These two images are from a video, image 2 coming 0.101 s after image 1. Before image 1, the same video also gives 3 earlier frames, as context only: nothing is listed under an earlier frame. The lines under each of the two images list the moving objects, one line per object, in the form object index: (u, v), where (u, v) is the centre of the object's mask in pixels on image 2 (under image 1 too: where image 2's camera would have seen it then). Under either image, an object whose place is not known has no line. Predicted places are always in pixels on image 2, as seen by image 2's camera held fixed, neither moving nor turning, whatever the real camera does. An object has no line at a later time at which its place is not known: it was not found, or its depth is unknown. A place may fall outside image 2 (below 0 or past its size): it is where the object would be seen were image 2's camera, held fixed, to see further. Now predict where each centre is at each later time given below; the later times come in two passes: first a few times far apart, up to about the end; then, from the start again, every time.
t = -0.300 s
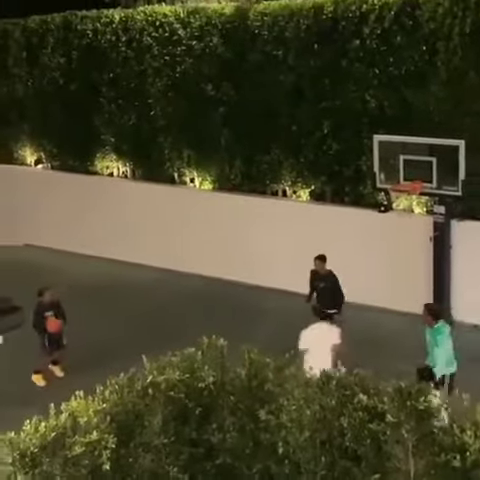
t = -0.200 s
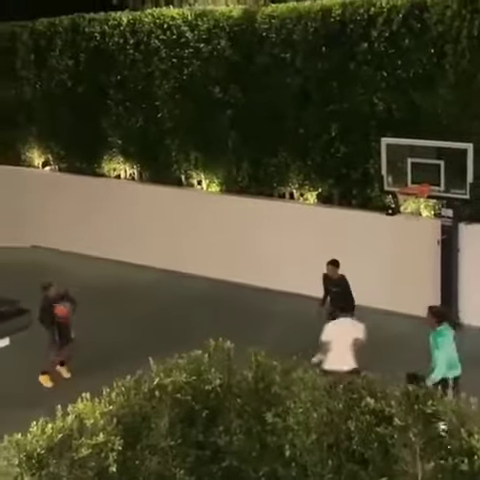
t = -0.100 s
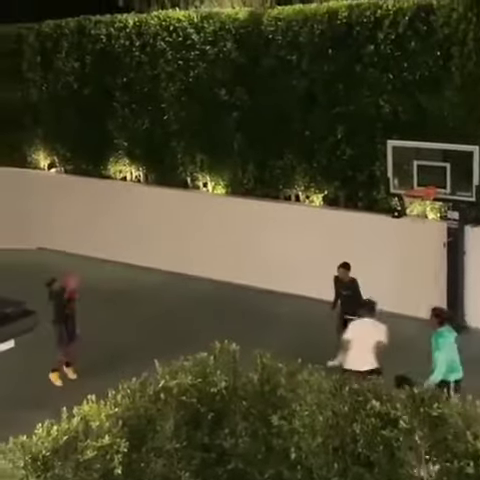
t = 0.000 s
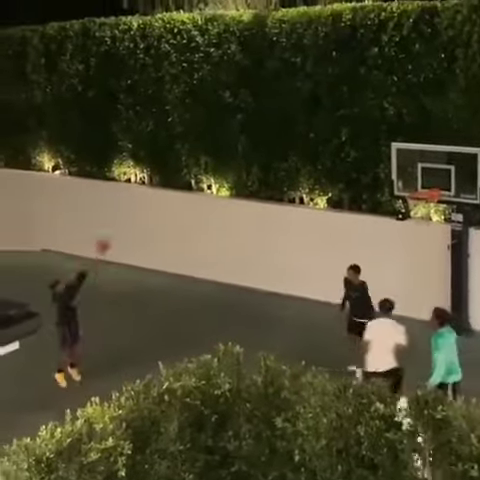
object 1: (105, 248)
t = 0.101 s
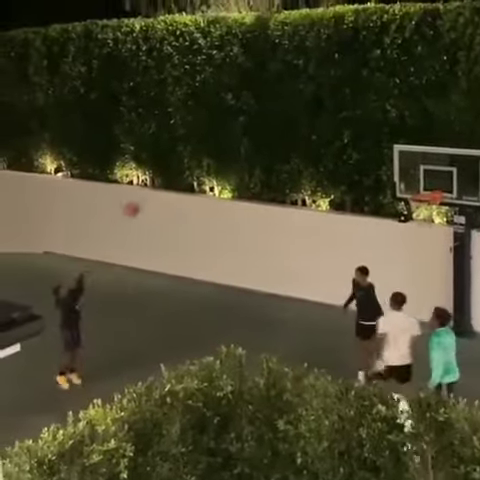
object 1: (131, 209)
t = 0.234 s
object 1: (169, 166)
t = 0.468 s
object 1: (238, 122)
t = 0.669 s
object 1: (297, 112)
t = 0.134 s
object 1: (140, 198)
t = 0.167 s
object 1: (152, 184)
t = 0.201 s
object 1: (159, 176)
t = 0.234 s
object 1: (169, 166)
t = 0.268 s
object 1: (179, 158)
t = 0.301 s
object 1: (187, 150)
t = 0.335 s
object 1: (199, 143)
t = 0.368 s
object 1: (209, 136)
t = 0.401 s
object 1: (218, 131)
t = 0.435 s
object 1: (228, 126)
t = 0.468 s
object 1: (238, 122)
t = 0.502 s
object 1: (247, 118)
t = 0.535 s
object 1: (257, 114)
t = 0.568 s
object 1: (268, 113)
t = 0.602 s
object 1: (277, 112)
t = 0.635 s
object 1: (287, 112)
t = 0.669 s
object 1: (297, 112)
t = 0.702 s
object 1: (307, 113)
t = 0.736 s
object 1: (317, 115)
